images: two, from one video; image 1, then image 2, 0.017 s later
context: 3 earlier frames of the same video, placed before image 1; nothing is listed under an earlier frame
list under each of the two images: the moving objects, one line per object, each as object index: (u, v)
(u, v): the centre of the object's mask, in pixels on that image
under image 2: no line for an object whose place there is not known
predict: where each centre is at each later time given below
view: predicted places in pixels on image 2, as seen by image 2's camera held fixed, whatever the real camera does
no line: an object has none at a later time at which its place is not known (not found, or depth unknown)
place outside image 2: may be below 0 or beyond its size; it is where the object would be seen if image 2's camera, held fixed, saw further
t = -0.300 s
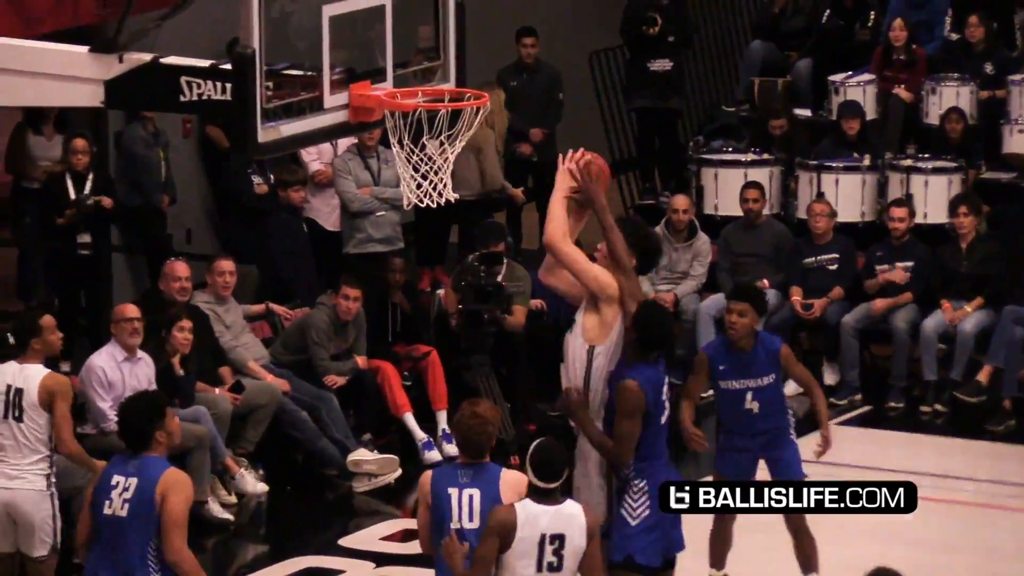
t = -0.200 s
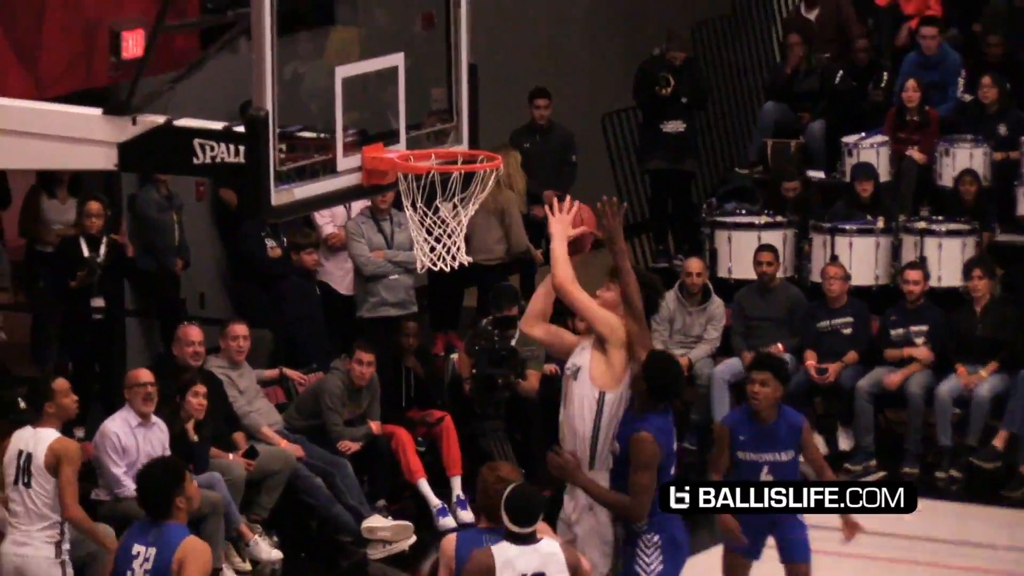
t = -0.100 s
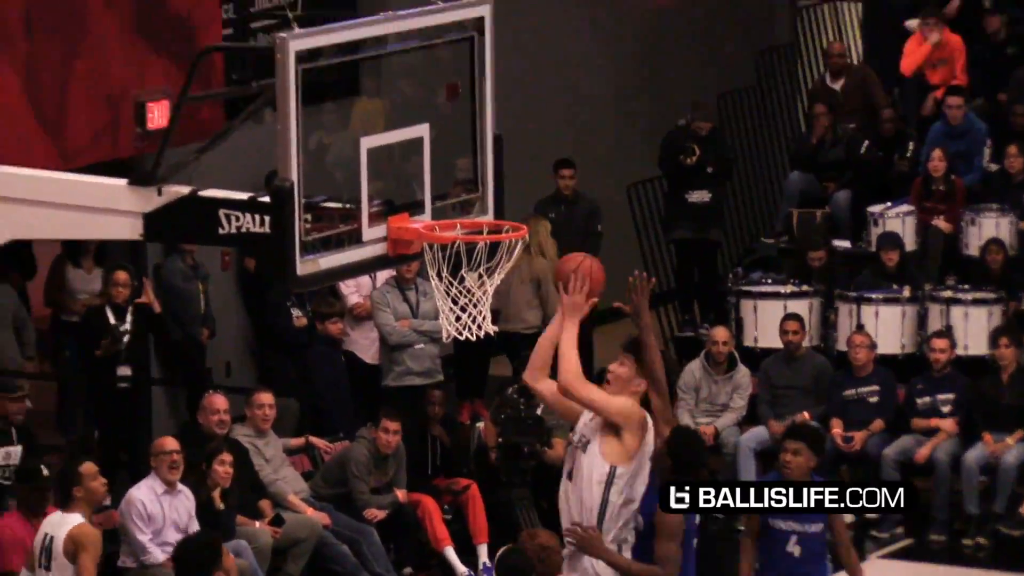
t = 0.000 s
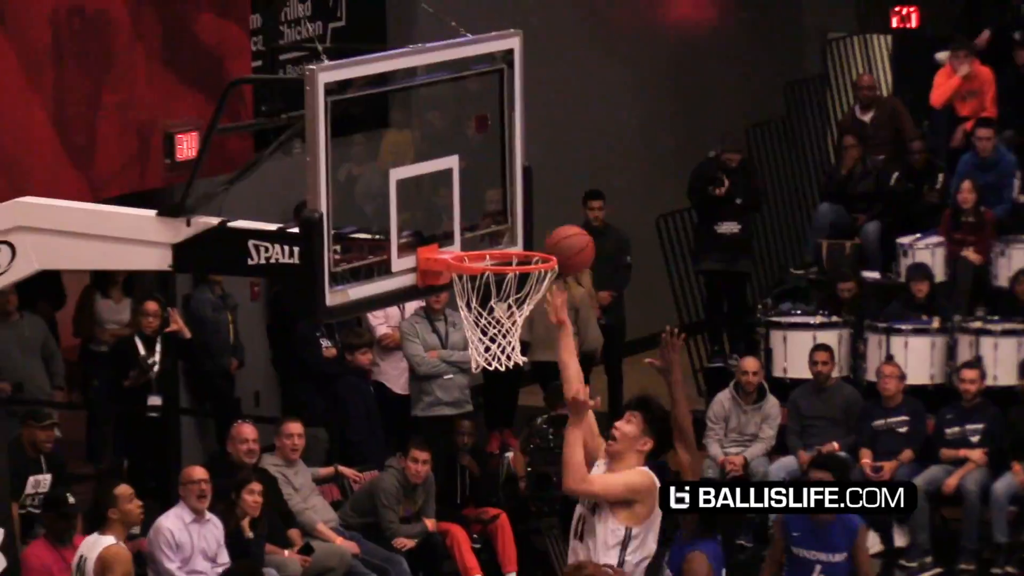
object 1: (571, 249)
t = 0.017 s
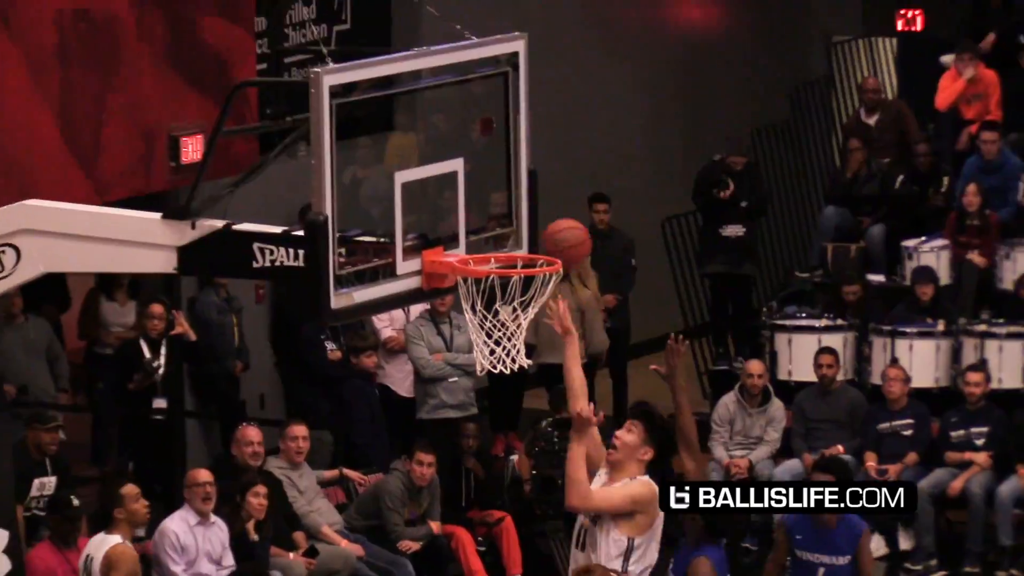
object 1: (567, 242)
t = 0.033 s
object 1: (558, 234)
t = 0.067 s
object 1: (538, 216)
